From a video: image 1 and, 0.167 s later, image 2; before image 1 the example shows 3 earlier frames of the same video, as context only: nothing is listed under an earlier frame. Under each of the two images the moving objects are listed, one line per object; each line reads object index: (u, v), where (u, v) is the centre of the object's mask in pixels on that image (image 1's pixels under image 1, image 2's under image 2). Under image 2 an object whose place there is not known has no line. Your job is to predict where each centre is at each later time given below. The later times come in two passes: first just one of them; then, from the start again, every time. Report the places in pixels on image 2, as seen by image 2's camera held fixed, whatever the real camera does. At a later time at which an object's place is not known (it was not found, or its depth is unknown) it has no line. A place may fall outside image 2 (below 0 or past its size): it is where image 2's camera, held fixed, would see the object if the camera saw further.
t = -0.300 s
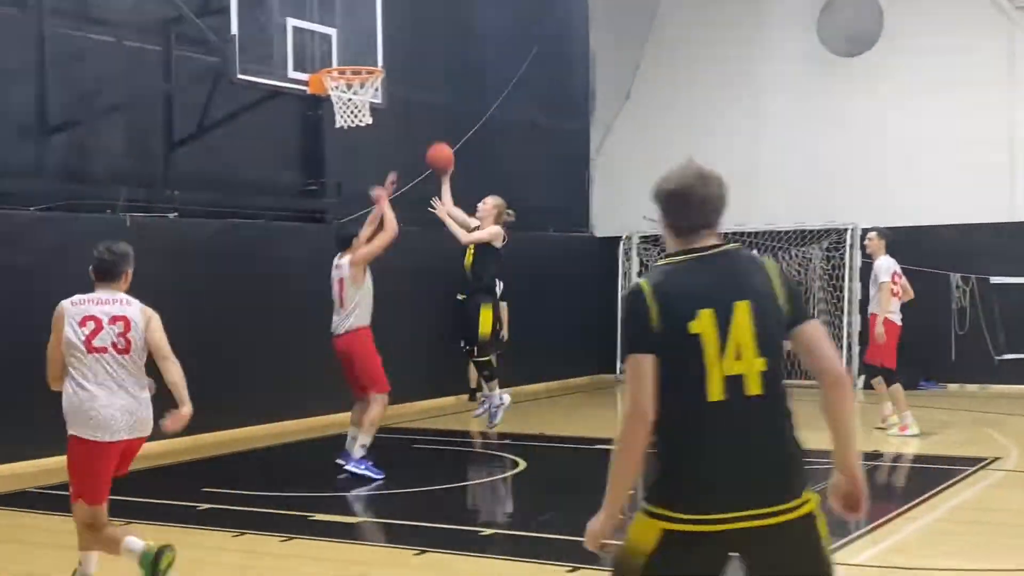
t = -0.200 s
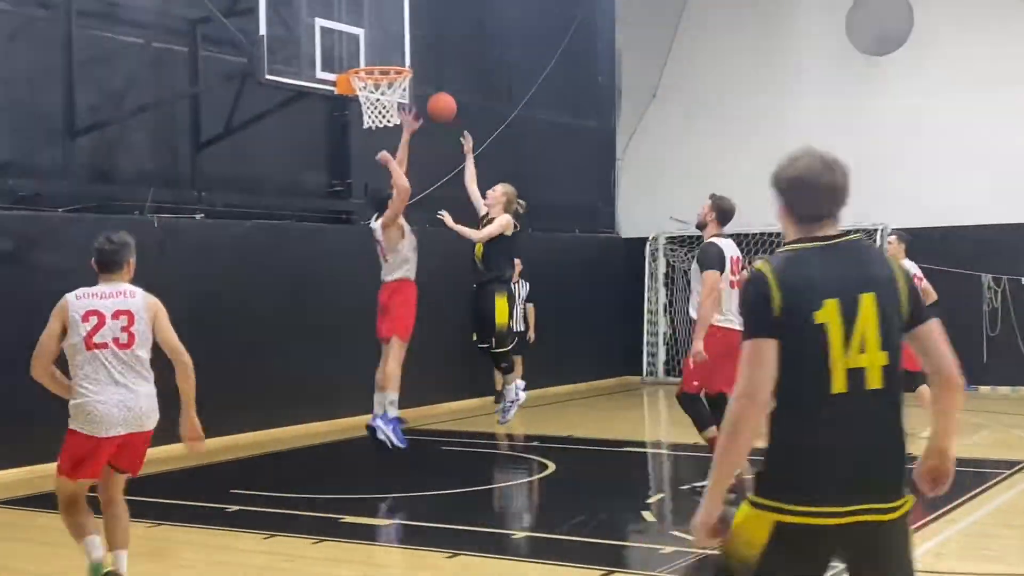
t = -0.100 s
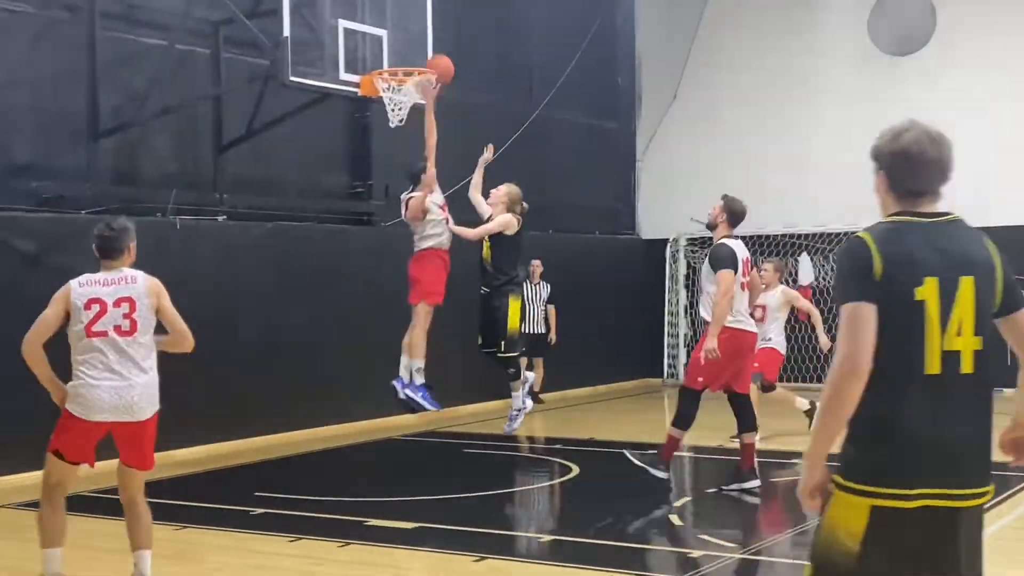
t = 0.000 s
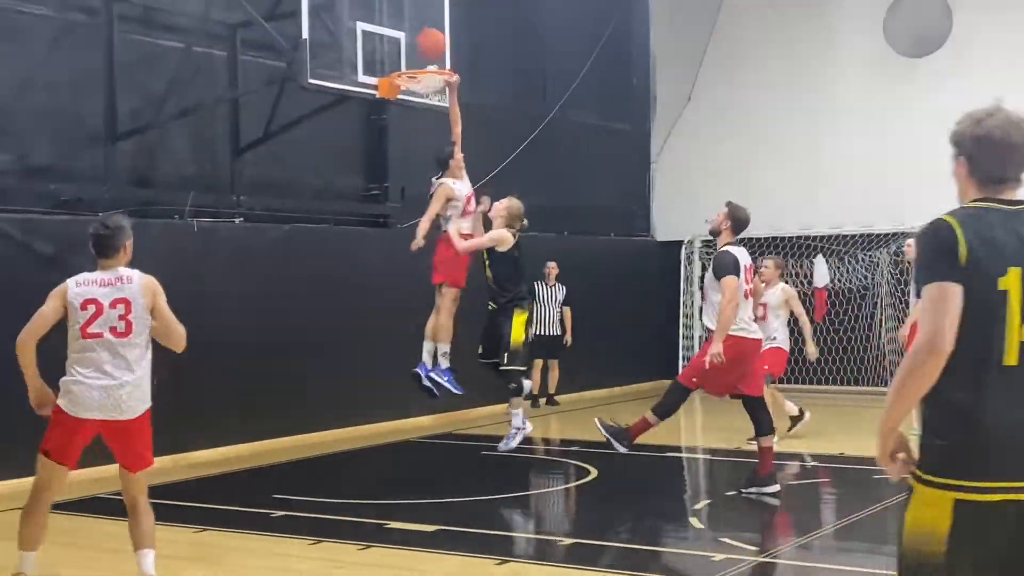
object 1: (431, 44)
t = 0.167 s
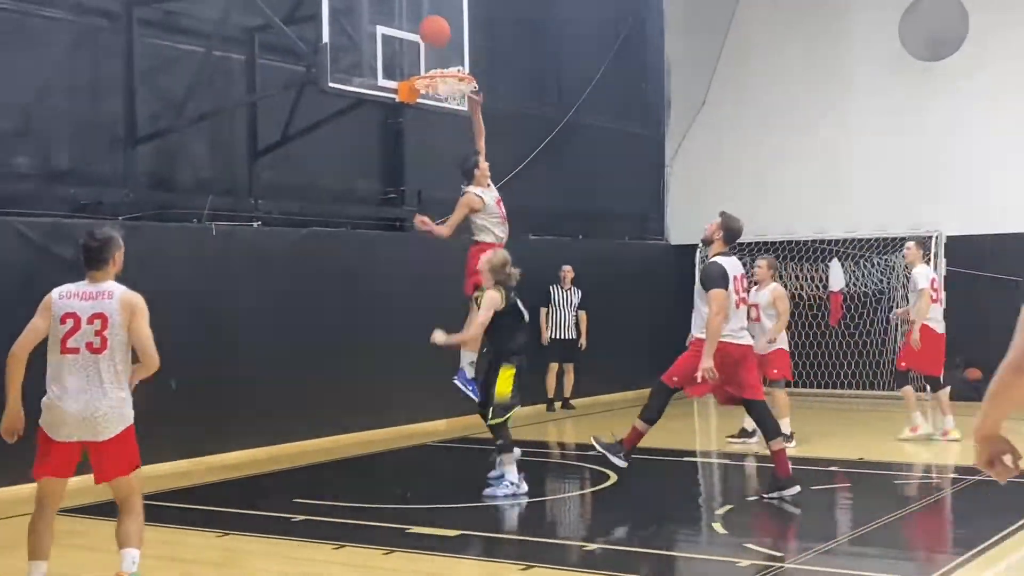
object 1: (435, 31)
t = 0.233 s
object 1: (433, 34)
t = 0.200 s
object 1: (434, 32)
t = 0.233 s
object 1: (433, 34)
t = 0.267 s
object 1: (432, 38)
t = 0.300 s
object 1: (431, 43)
